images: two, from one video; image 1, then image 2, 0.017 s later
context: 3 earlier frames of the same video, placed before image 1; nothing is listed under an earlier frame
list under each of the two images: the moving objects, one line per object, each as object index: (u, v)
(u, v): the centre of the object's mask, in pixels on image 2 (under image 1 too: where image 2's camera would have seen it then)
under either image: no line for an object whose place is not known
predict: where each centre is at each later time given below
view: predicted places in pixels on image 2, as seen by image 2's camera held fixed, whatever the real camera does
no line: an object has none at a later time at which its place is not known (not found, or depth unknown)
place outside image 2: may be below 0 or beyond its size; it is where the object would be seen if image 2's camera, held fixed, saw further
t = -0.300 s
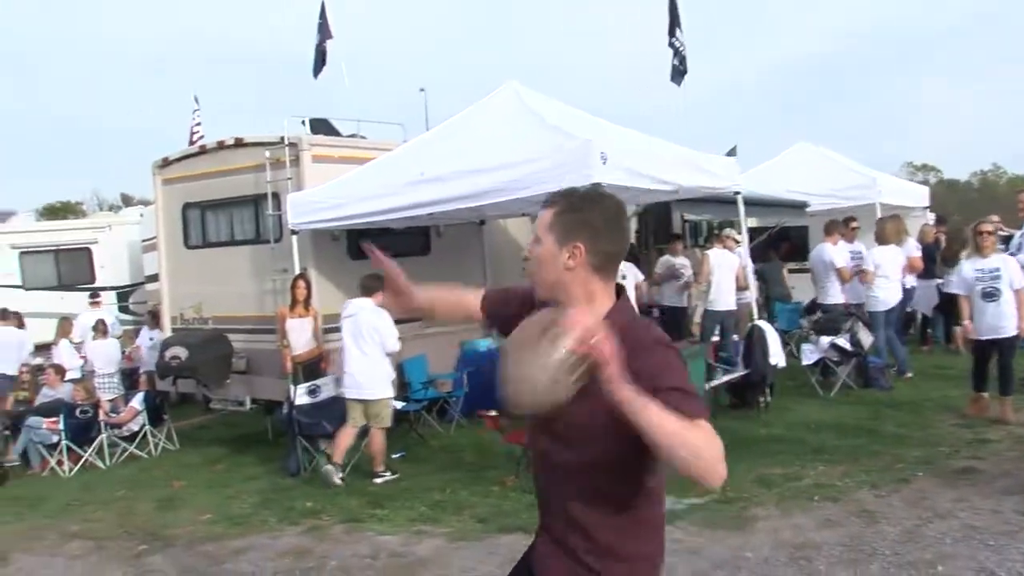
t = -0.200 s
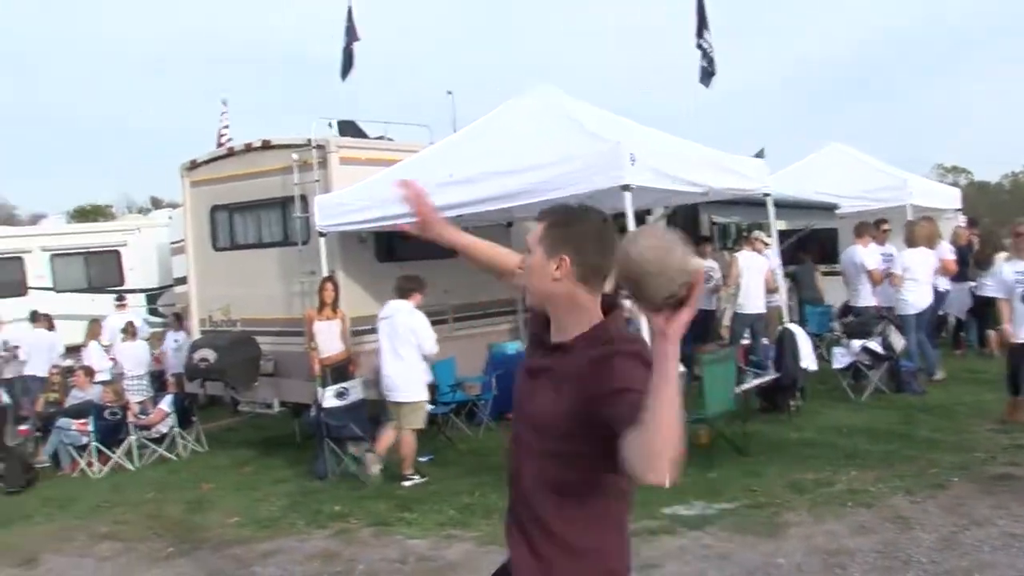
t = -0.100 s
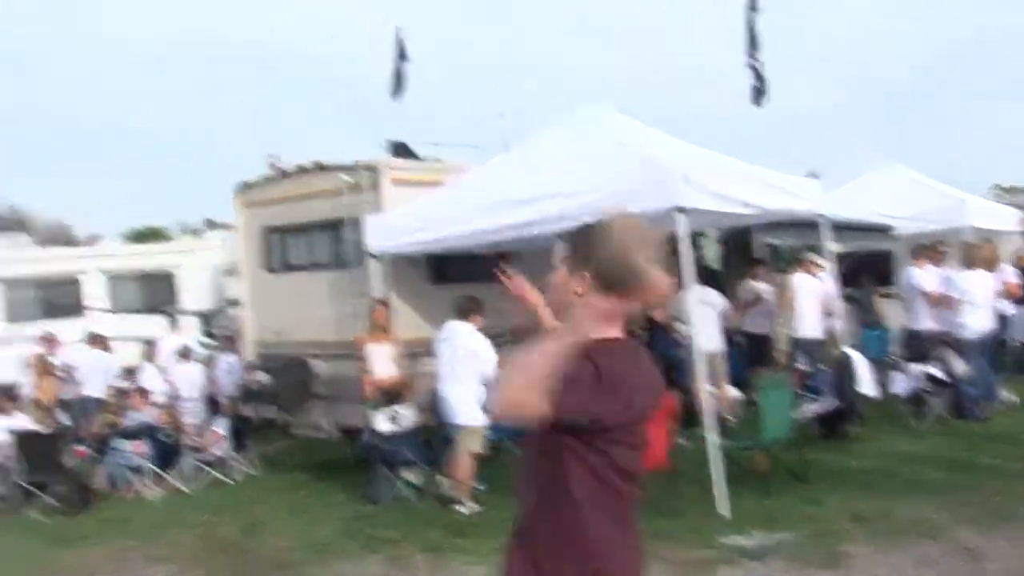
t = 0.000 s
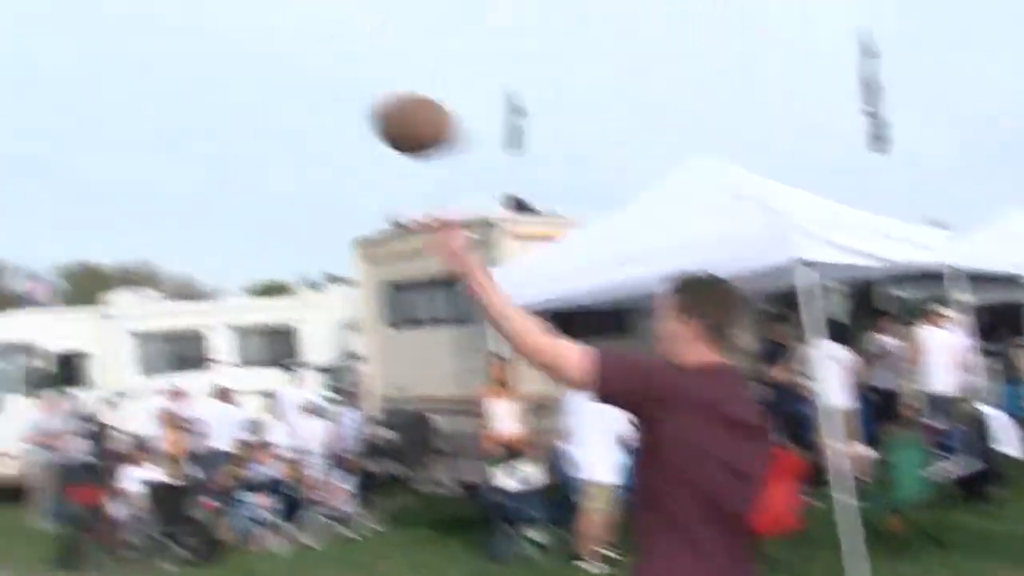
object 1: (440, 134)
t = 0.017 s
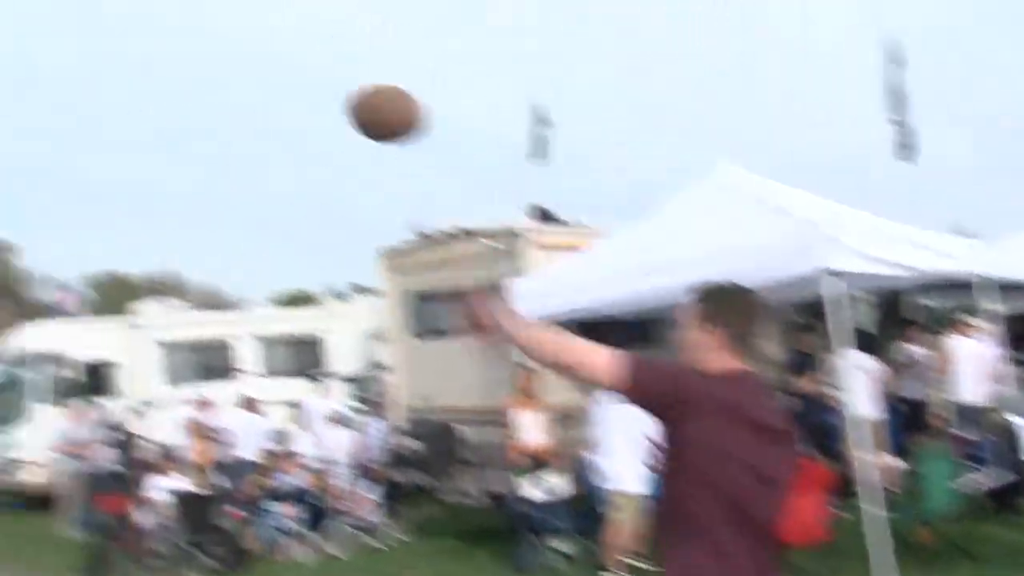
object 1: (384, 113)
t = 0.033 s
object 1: (336, 95)
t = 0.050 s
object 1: (293, 82)
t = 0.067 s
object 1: (257, 74)
